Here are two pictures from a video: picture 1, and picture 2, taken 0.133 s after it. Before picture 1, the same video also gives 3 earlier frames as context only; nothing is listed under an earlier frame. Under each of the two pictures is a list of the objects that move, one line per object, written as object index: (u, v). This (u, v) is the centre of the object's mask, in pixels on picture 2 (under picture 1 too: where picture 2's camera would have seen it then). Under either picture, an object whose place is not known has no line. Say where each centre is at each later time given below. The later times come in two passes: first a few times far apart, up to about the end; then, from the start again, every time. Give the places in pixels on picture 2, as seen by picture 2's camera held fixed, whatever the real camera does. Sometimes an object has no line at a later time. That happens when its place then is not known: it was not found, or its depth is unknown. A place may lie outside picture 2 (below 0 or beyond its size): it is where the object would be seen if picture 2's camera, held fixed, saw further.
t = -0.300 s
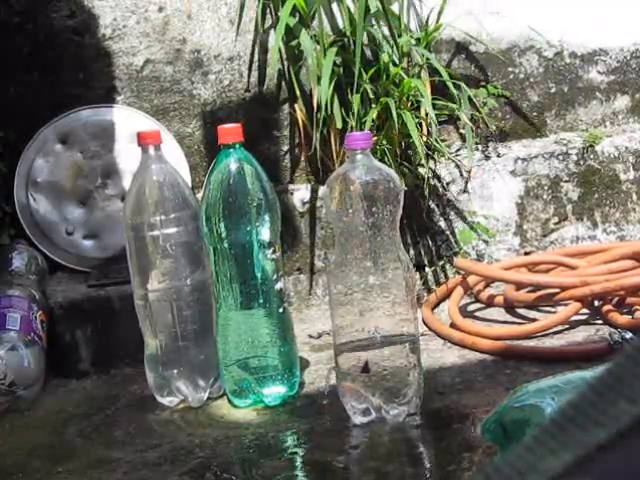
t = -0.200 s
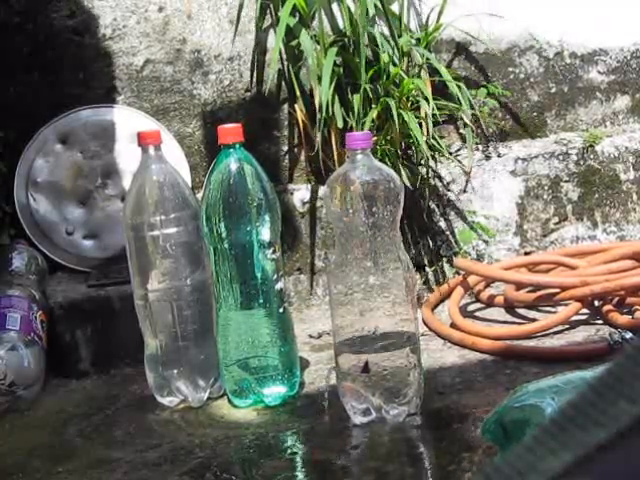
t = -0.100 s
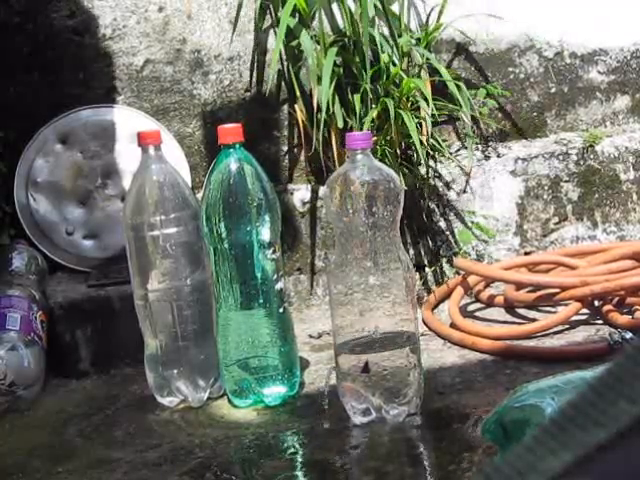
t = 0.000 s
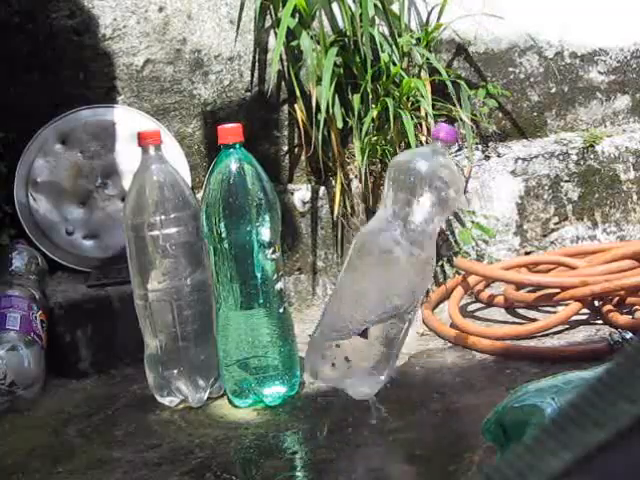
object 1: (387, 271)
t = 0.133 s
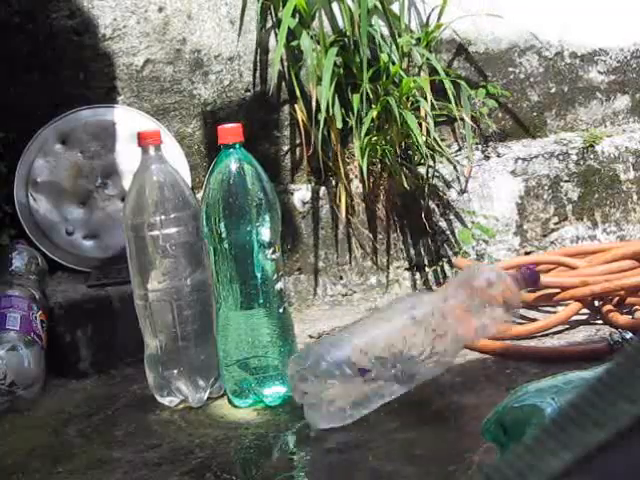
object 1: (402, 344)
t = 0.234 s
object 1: (416, 369)
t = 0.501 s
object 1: (426, 373)
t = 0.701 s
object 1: (434, 377)
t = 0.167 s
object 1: (415, 367)
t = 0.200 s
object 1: (415, 363)
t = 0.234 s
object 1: (416, 369)
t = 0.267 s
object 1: (417, 369)
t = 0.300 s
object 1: (417, 369)
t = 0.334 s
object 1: (418, 369)
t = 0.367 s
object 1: (419, 370)
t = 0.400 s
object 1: (420, 370)
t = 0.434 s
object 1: (422, 371)
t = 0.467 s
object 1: (424, 372)
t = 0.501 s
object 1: (426, 373)
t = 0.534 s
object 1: (427, 374)
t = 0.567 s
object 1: (428, 375)
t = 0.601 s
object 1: (429, 375)
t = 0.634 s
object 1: (431, 375)
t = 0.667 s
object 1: (432, 376)
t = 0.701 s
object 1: (434, 377)
